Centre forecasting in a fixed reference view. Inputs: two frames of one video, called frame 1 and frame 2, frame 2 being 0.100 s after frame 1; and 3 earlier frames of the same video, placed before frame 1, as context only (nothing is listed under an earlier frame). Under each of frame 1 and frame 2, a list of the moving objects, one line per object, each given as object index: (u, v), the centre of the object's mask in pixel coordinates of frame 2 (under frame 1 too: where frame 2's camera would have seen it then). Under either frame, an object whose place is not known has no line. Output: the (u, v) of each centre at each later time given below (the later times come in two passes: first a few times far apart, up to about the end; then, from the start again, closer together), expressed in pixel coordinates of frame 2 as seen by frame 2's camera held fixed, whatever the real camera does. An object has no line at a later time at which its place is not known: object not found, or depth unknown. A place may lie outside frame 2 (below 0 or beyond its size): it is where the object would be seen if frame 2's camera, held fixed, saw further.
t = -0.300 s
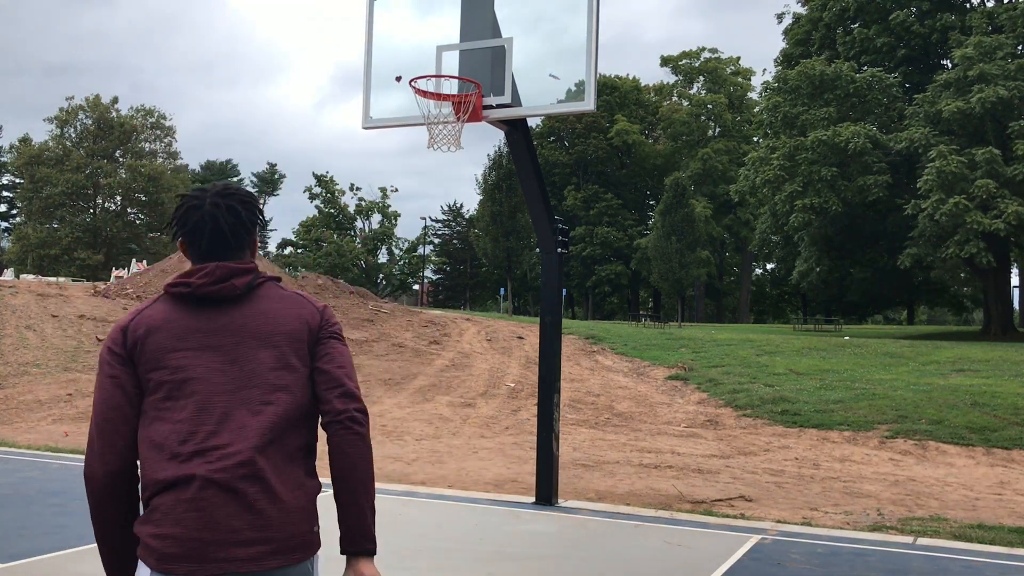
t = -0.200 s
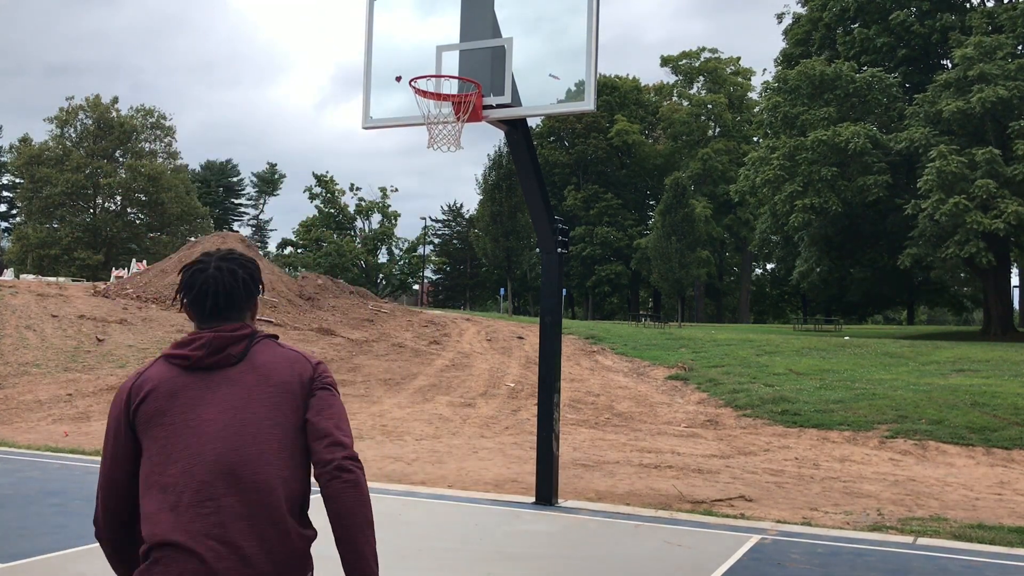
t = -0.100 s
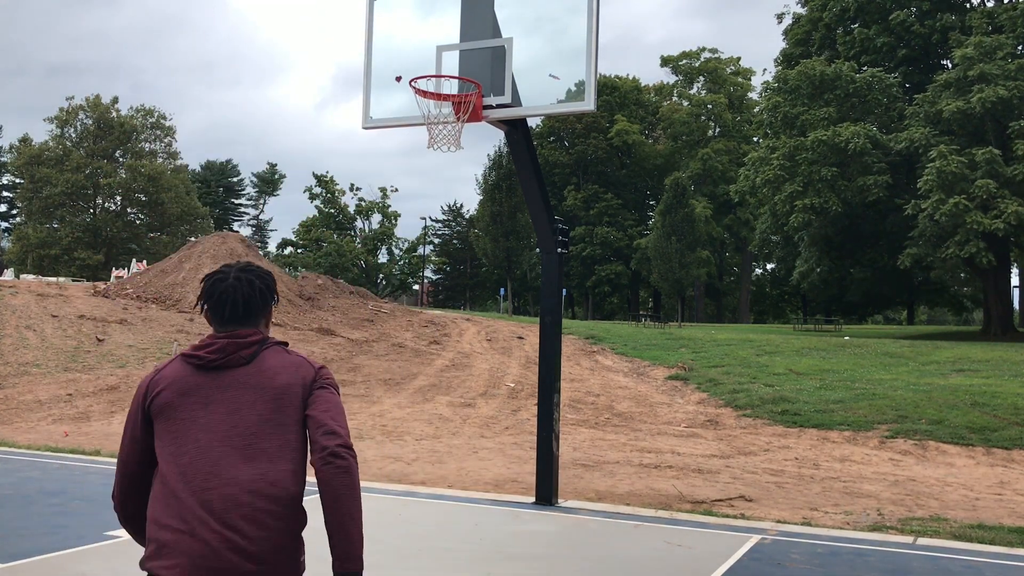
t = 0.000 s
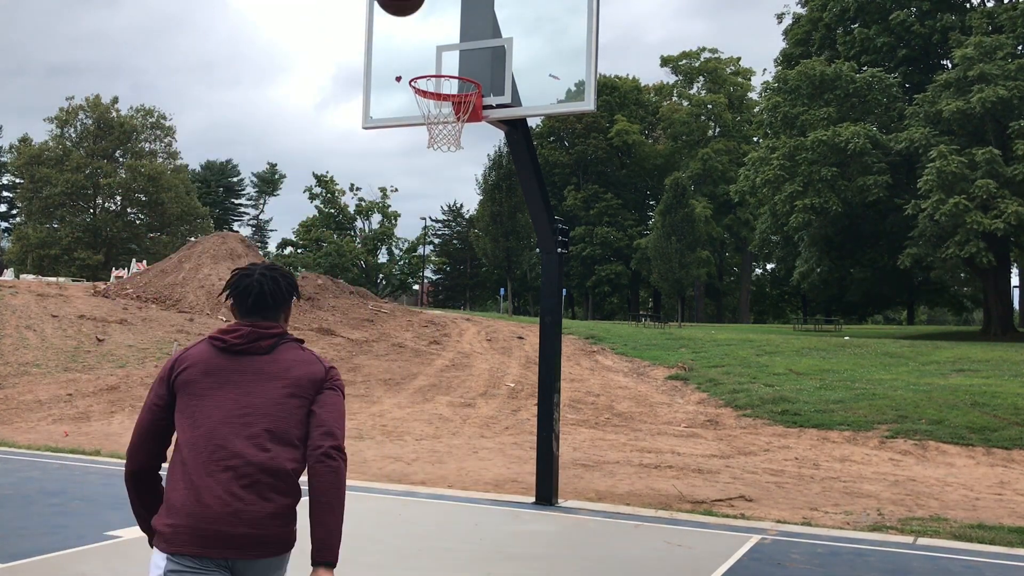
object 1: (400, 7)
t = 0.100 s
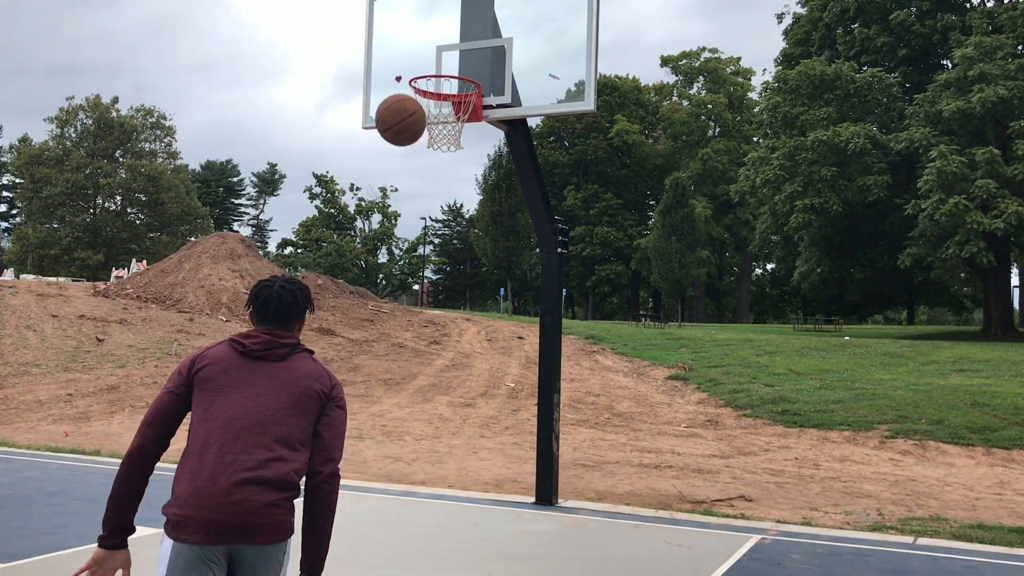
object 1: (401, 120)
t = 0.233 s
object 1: (400, 310)
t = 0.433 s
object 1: (393, 548)
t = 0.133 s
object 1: (401, 166)
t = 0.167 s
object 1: (401, 213)
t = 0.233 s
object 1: (400, 310)
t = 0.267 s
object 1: (398, 360)
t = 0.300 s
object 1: (397, 412)
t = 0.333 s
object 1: (395, 464)
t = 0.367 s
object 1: (393, 519)
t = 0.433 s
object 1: (393, 548)
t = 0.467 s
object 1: (395, 507)
